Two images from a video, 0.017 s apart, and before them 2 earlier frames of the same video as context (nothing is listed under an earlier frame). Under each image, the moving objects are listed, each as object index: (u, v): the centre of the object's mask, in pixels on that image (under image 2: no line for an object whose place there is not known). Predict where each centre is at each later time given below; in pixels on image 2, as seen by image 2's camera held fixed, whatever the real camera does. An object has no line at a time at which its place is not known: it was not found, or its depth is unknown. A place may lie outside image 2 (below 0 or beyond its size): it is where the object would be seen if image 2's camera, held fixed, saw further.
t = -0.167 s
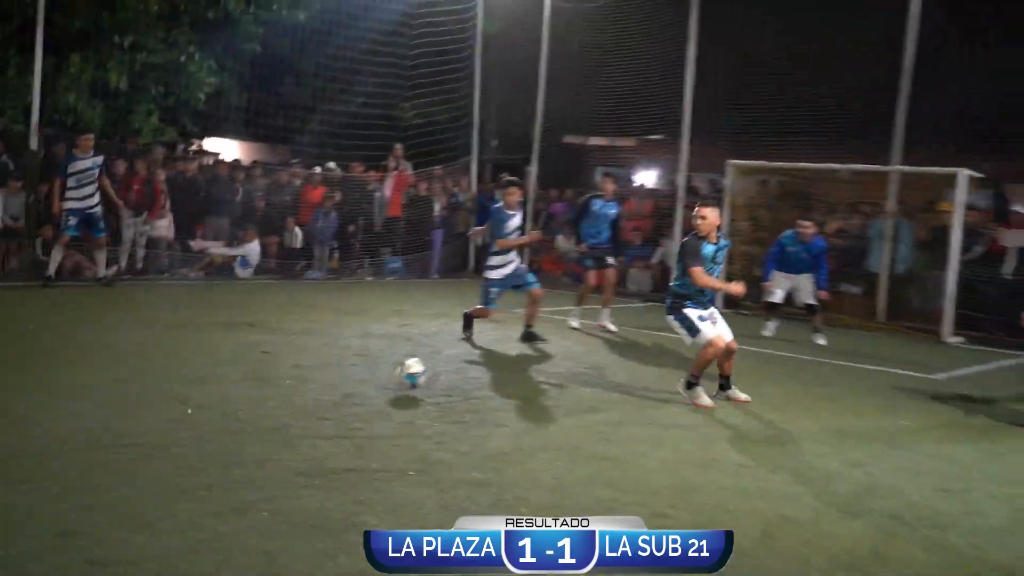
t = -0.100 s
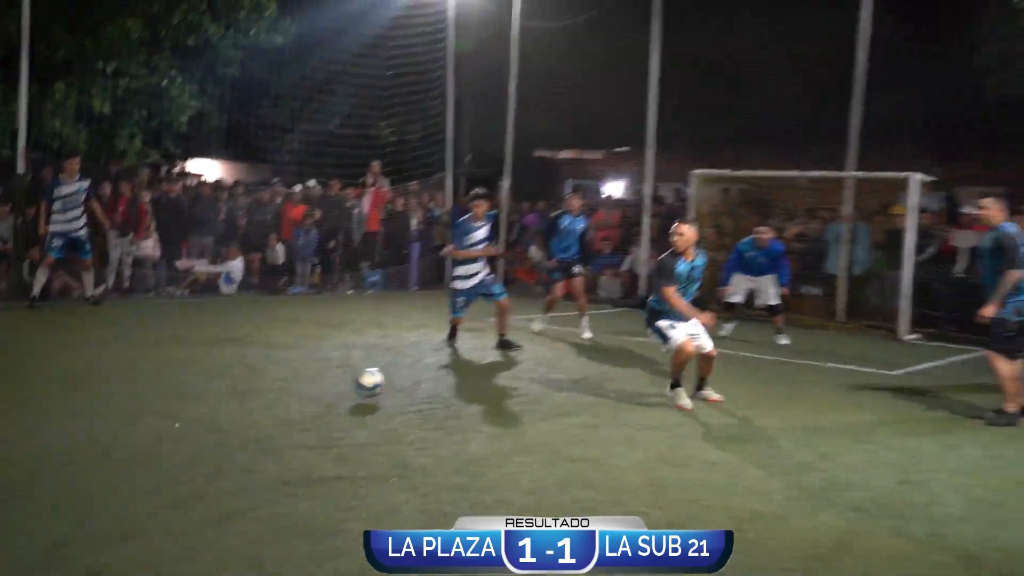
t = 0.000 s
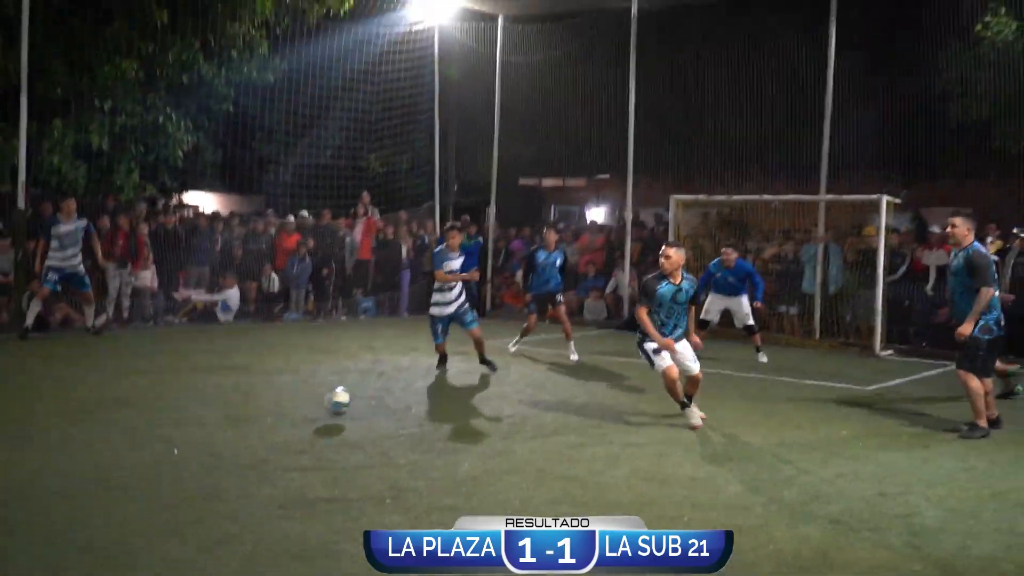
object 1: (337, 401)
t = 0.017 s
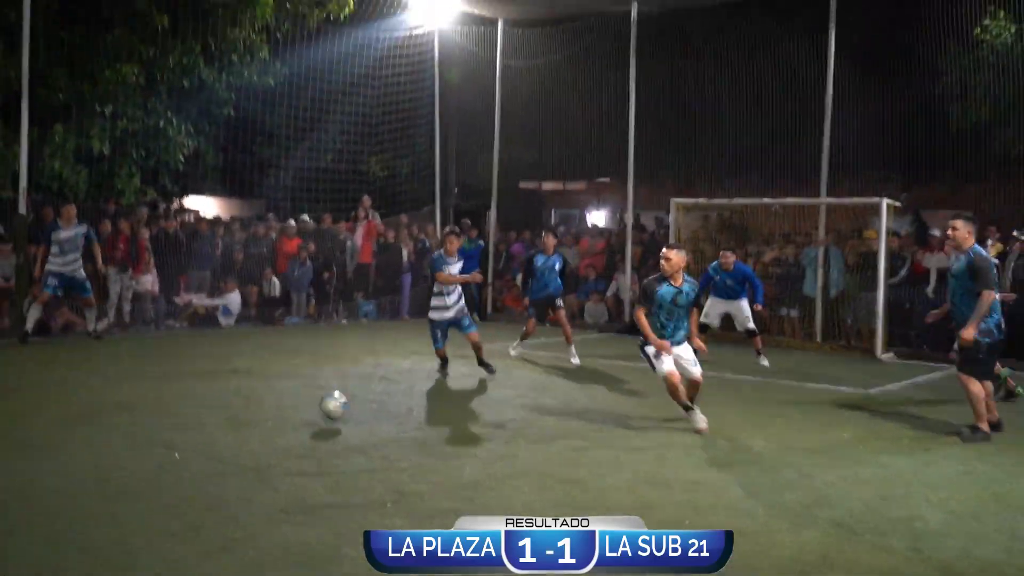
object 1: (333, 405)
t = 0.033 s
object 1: (330, 407)
